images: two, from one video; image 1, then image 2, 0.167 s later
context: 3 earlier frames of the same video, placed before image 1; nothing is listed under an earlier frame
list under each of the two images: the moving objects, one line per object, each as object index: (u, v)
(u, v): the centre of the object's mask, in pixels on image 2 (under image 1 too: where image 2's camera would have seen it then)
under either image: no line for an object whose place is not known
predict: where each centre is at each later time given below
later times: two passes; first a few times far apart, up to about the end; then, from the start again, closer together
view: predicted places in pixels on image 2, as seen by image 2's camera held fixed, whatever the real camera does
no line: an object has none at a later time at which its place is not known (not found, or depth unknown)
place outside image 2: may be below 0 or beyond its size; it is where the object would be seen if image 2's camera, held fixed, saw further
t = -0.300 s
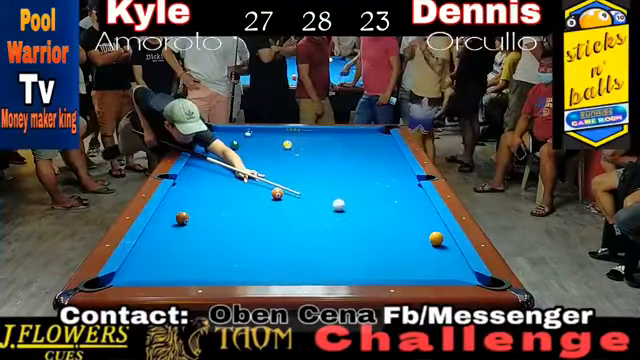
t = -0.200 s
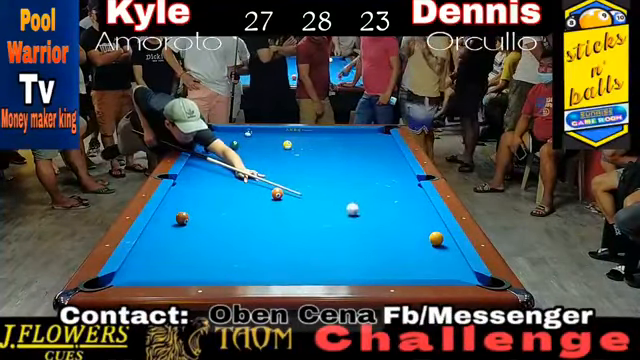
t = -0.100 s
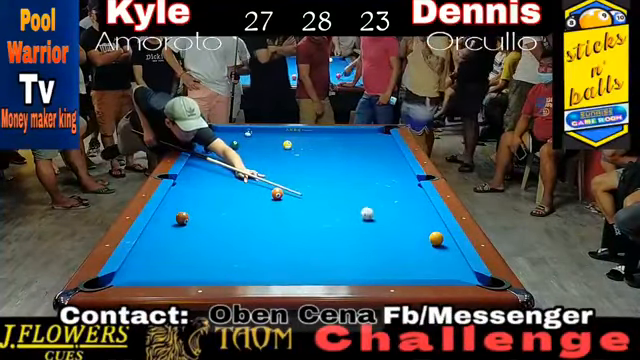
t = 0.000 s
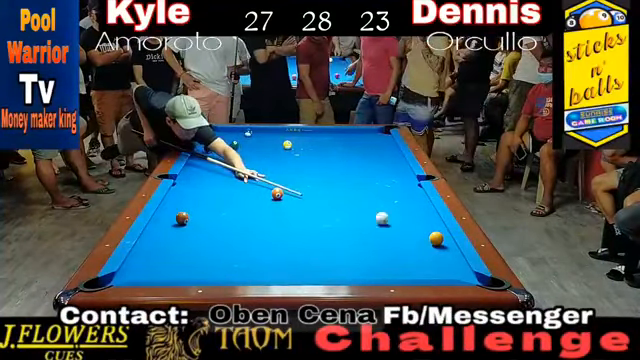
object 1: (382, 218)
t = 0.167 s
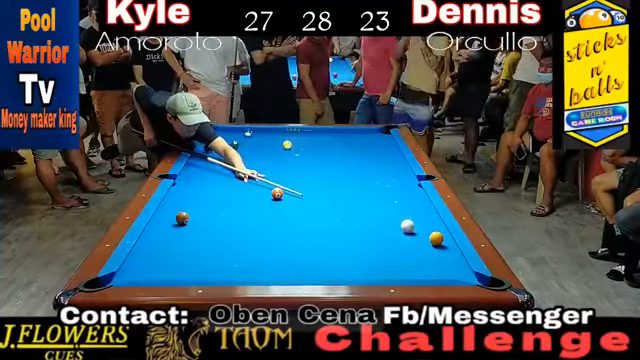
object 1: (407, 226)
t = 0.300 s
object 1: (427, 231)
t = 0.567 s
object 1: (434, 233)
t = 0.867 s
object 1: (418, 231)
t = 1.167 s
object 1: (404, 231)
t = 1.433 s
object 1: (393, 229)
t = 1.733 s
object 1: (383, 229)
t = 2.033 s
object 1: (374, 228)
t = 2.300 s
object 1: (367, 228)
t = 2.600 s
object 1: (361, 227)
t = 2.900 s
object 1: (356, 227)
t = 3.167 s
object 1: (354, 226)
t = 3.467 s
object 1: (352, 226)
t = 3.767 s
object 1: (352, 226)
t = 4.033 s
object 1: (352, 226)
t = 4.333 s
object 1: (352, 226)
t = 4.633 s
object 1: (352, 226)
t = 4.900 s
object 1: (352, 226)
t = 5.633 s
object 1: (353, 227)
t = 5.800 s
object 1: (352, 226)
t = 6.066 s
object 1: (352, 226)
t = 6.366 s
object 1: (352, 226)
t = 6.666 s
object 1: (352, 226)
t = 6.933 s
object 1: (352, 226)
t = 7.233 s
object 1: (352, 226)
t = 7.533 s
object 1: (352, 226)
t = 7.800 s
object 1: (352, 226)
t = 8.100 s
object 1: (352, 226)
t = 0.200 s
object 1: (413, 227)
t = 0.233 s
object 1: (418, 229)
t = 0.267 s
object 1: (423, 230)
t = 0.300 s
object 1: (427, 231)
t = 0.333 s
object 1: (432, 231)
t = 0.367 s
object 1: (436, 230)
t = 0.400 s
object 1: (441, 231)
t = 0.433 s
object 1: (442, 231)
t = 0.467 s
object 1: (440, 232)
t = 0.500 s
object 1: (438, 233)
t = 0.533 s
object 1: (436, 233)
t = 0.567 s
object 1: (434, 233)
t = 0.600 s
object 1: (433, 233)
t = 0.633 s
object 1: (431, 232)
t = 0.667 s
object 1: (429, 232)
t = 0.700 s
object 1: (427, 232)
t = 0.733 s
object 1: (425, 232)
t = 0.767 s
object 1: (423, 232)
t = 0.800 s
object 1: (421, 231)
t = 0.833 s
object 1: (420, 232)
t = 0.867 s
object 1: (418, 231)
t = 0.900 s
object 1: (416, 231)
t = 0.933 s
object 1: (415, 231)
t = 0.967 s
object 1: (413, 231)
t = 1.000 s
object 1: (412, 231)
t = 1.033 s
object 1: (410, 231)
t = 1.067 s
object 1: (409, 231)
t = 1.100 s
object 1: (407, 230)
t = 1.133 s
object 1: (406, 231)
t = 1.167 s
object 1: (404, 231)
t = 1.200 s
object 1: (403, 230)
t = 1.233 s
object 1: (402, 230)
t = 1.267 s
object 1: (400, 230)
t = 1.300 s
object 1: (398, 230)
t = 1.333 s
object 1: (397, 230)
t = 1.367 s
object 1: (396, 230)
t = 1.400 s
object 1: (395, 229)
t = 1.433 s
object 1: (393, 229)
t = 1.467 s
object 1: (392, 229)
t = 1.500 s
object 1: (391, 229)
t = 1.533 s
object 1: (390, 229)
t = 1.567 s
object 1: (388, 229)
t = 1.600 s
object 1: (387, 229)
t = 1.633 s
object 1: (386, 229)
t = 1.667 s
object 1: (385, 229)
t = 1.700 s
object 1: (384, 229)
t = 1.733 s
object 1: (383, 229)
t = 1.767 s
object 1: (382, 229)
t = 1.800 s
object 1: (381, 229)
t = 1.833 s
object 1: (380, 229)
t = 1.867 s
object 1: (379, 228)
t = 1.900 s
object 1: (377, 228)
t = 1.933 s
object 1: (376, 228)
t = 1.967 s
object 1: (375, 228)
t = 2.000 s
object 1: (375, 228)
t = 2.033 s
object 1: (374, 228)
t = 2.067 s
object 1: (373, 228)
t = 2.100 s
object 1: (372, 228)
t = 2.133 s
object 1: (371, 228)
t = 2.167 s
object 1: (370, 228)
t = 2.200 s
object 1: (369, 228)
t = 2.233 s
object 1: (369, 228)
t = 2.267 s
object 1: (368, 228)
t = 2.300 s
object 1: (367, 228)
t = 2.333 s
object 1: (366, 227)
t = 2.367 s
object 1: (365, 227)
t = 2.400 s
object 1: (365, 227)
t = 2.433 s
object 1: (364, 227)
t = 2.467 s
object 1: (363, 227)
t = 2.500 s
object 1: (363, 227)
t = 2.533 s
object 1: (362, 227)
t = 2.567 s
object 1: (362, 227)
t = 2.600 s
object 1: (361, 227)
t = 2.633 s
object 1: (360, 227)
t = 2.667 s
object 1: (359, 227)
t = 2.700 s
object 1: (359, 227)
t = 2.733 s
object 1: (358, 227)
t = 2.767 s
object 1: (358, 227)
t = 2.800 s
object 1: (357, 227)
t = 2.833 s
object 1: (357, 227)
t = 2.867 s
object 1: (357, 227)
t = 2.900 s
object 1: (356, 227)
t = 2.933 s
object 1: (356, 227)
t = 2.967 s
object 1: (355, 226)
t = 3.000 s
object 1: (355, 226)
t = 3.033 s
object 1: (355, 226)
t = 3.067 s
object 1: (354, 226)
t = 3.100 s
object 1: (354, 226)
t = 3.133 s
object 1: (354, 226)
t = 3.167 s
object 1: (354, 226)
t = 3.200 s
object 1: (353, 226)
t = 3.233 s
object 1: (353, 226)
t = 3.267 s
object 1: (353, 226)
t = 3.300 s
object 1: (353, 226)
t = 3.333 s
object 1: (353, 226)
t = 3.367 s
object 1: (352, 226)
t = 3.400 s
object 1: (352, 226)
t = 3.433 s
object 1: (352, 226)
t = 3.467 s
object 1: (352, 226)
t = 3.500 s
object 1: (352, 226)
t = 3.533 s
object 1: (352, 226)
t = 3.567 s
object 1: (352, 226)
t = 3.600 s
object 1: (352, 226)
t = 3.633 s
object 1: (352, 226)
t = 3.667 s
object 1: (352, 226)
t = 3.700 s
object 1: (352, 226)
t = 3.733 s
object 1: (352, 226)
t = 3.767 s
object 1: (352, 226)
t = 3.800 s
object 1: (352, 226)
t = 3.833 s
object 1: (352, 226)
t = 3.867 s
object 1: (352, 226)
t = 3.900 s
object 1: (352, 226)
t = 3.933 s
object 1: (352, 226)
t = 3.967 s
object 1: (352, 226)
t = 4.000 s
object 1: (352, 226)
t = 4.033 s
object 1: (352, 226)
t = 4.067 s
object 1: (352, 226)
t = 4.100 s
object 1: (352, 226)
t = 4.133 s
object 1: (352, 226)
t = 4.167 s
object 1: (352, 226)
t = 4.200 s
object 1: (352, 226)
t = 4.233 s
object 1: (352, 226)
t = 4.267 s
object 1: (352, 226)
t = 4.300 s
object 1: (352, 226)
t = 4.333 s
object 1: (352, 226)
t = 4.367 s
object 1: (352, 226)
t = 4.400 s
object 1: (352, 226)
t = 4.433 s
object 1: (352, 226)
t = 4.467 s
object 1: (352, 226)
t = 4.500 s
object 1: (352, 226)
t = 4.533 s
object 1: (352, 226)
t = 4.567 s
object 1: (352, 227)
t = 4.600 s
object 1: (352, 226)
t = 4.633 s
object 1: (352, 226)
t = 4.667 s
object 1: (352, 226)
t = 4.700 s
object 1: (352, 227)
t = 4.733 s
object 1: (352, 226)
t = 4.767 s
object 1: (352, 226)
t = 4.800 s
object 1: (352, 227)
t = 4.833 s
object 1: (352, 227)
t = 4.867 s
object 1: (352, 227)
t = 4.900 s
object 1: (352, 226)
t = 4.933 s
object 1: (352, 226)
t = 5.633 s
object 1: (353, 227)
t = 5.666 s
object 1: (352, 226)
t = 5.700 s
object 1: (352, 226)
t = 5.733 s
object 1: (352, 226)
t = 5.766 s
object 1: (352, 226)
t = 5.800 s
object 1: (352, 226)
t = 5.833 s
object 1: (352, 226)
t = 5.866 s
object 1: (352, 226)
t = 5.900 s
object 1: (352, 226)
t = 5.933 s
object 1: (352, 226)
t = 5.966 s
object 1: (352, 226)
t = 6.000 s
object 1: (352, 226)
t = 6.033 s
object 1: (352, 226)
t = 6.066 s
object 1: (352, 226)
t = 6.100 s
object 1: (352, 226)
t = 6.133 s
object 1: (352, 226)
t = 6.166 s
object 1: (352, 226)
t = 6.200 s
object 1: (352, 226)
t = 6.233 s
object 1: (352, 226)
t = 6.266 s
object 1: (352, 226)
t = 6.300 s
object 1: (352, 226)
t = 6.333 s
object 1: (352, 226)
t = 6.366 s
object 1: (352, 226)
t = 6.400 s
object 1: (352, 226)
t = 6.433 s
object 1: (352, 226)
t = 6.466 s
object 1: (352, 226)
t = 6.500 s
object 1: (352, 226)
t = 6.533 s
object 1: (352, 226)
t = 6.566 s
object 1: (352, 226)
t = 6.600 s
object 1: (352, 226)
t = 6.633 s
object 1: (352, 226)
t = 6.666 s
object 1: (352, 226)
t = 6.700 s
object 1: (352, 226)
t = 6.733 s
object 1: (352, 226)
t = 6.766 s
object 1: (352, 226)
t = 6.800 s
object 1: (352, 226)
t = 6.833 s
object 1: (352, 226)
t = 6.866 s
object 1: (352, 226)
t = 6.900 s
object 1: (352, 226)
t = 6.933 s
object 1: (352, 226)
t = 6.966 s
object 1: (352, 226)
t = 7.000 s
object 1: (352, 226)
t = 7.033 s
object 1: (352, 226)
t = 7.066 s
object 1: (352, 226)
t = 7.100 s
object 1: (352, 226)
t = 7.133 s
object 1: (352, 226)
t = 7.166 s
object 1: (352, 226)
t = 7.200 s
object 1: (352, 226)
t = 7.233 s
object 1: (352, 226)
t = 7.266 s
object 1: (352, 226)
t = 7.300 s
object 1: (352, 226)
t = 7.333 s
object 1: (352, 226)
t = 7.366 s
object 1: (352, 226)
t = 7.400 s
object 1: (352, 226)
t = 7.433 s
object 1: (352, 226)
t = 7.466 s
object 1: (352, 226)
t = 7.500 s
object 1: (352, 226)
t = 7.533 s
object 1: (352, 226)
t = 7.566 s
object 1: (352, 226)
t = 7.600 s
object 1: (352, 226)
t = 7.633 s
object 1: (352, 226)
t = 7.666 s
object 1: (352, 226)
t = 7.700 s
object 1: (352, 226)
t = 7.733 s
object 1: (352, 226)
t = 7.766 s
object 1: (352, 226)
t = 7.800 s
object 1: (352, 226)
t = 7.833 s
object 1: (352, 226)
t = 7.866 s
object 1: (352, 226)
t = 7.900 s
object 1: (352, 226)
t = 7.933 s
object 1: (352, 226)
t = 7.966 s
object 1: (352, 226)
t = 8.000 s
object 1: (352, 226)
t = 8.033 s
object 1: (352, 226)
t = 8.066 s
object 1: (352, 226)
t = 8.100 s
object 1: (352, 226)
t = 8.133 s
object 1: (352, 226)
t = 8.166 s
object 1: (352, 226)
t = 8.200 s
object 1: (352, 226)
